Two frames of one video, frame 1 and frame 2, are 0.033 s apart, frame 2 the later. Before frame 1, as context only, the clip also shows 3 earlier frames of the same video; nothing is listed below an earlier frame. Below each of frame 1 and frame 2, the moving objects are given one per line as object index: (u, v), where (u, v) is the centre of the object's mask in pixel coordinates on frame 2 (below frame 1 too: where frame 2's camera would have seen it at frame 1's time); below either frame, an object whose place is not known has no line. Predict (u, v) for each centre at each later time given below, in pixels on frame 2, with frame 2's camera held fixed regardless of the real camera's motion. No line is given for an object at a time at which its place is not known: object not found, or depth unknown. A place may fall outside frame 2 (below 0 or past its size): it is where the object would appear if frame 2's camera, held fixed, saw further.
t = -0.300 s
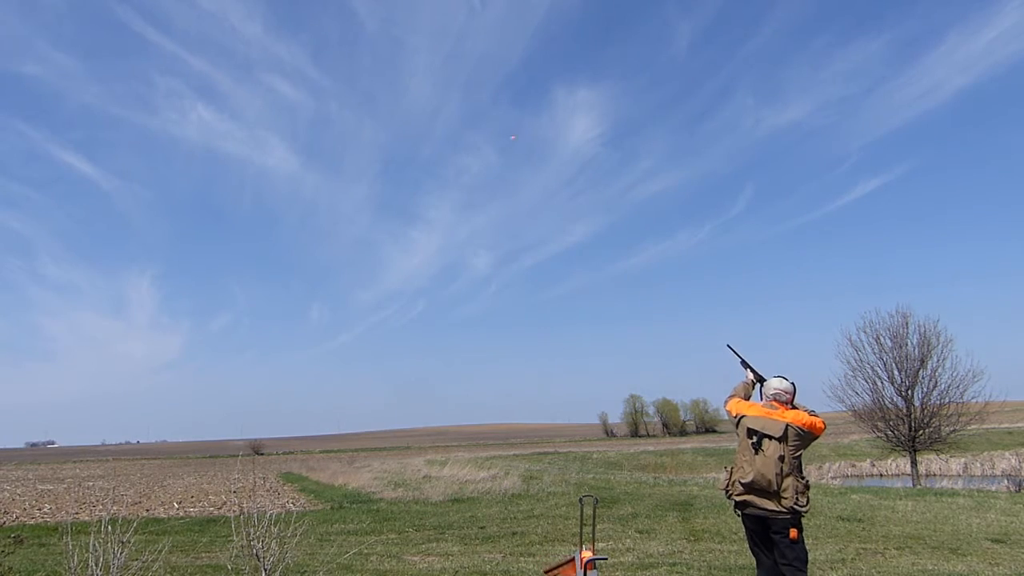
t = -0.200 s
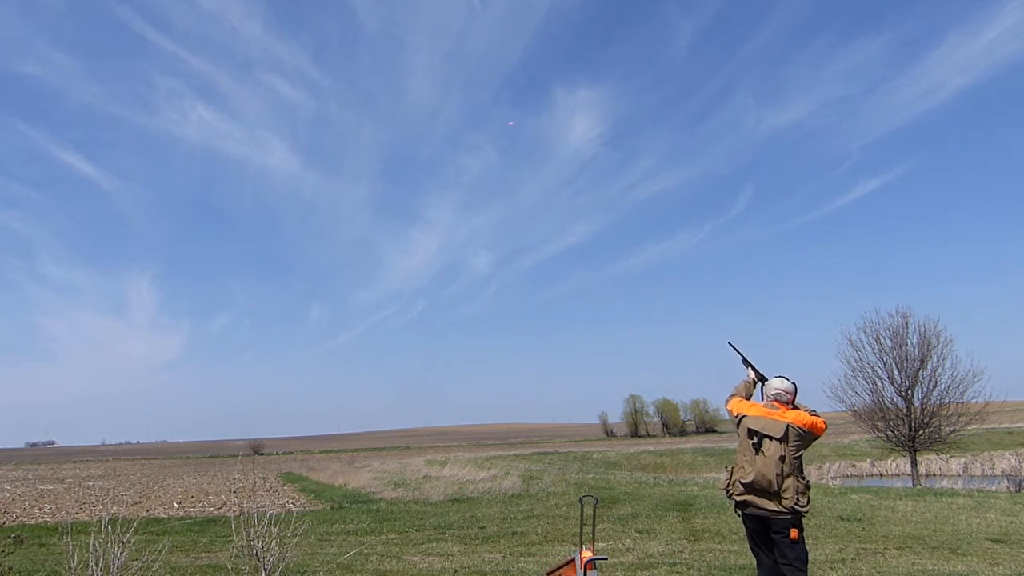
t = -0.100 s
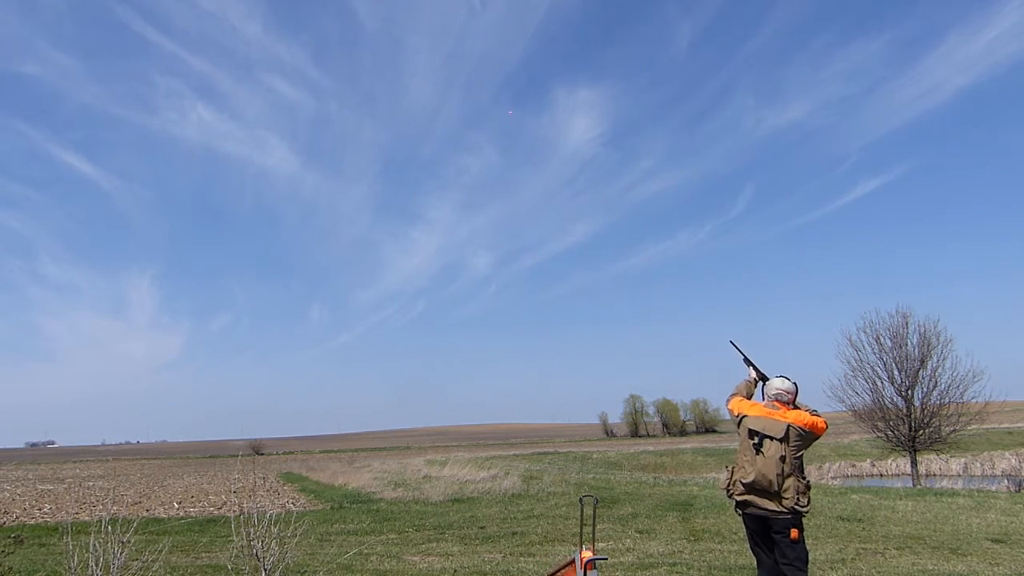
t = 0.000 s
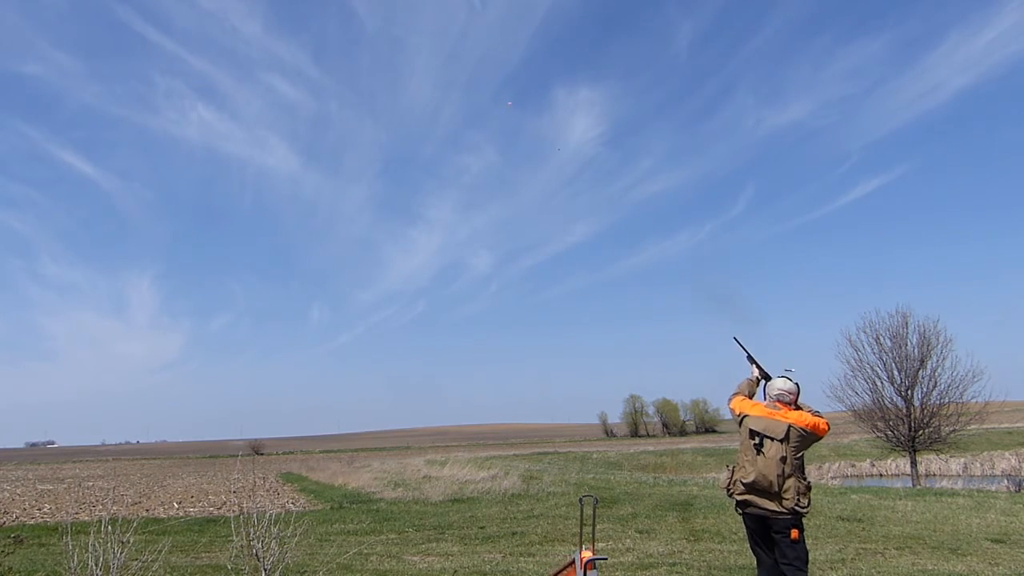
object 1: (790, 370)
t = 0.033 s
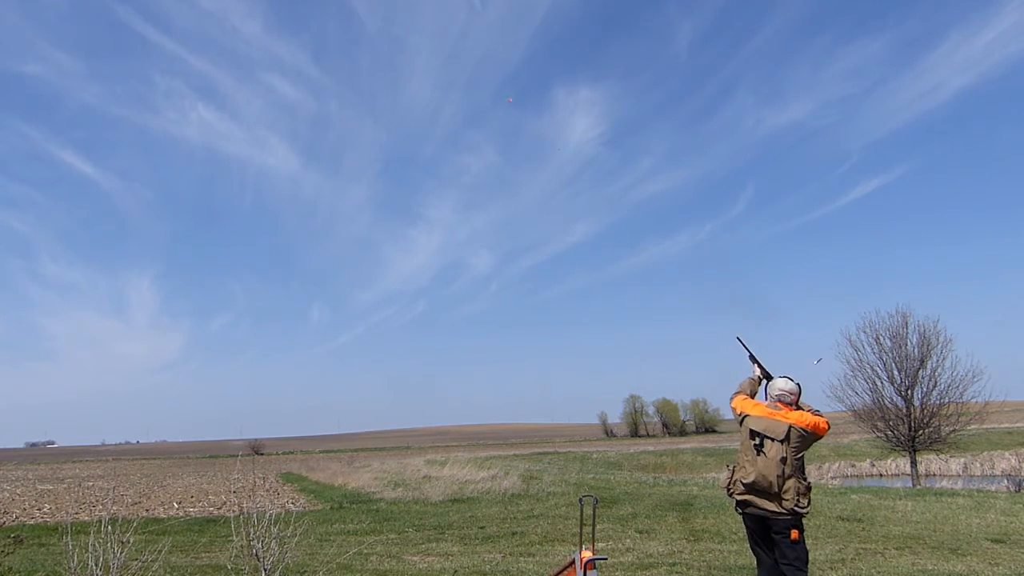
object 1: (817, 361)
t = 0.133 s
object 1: (883, 347)
